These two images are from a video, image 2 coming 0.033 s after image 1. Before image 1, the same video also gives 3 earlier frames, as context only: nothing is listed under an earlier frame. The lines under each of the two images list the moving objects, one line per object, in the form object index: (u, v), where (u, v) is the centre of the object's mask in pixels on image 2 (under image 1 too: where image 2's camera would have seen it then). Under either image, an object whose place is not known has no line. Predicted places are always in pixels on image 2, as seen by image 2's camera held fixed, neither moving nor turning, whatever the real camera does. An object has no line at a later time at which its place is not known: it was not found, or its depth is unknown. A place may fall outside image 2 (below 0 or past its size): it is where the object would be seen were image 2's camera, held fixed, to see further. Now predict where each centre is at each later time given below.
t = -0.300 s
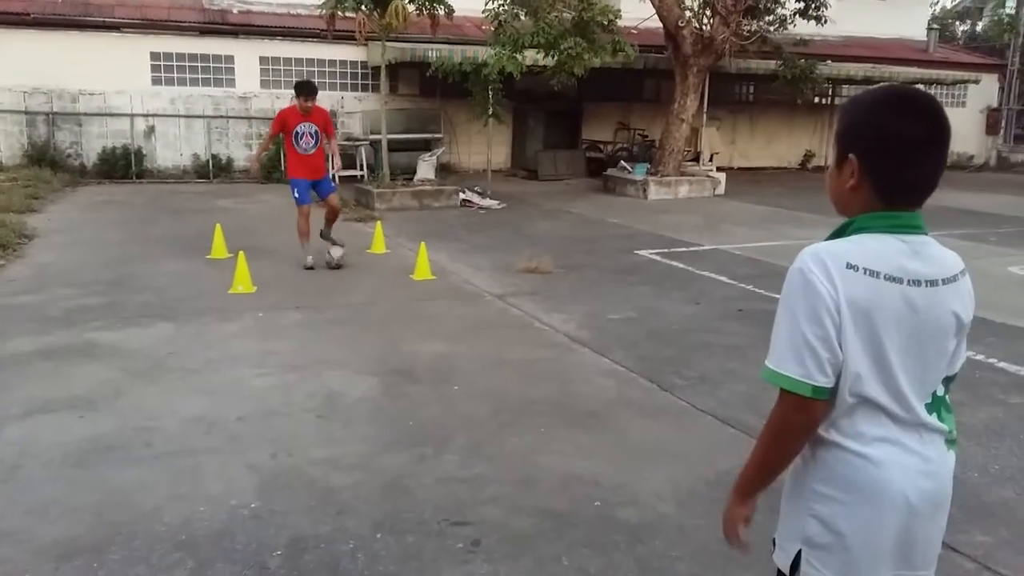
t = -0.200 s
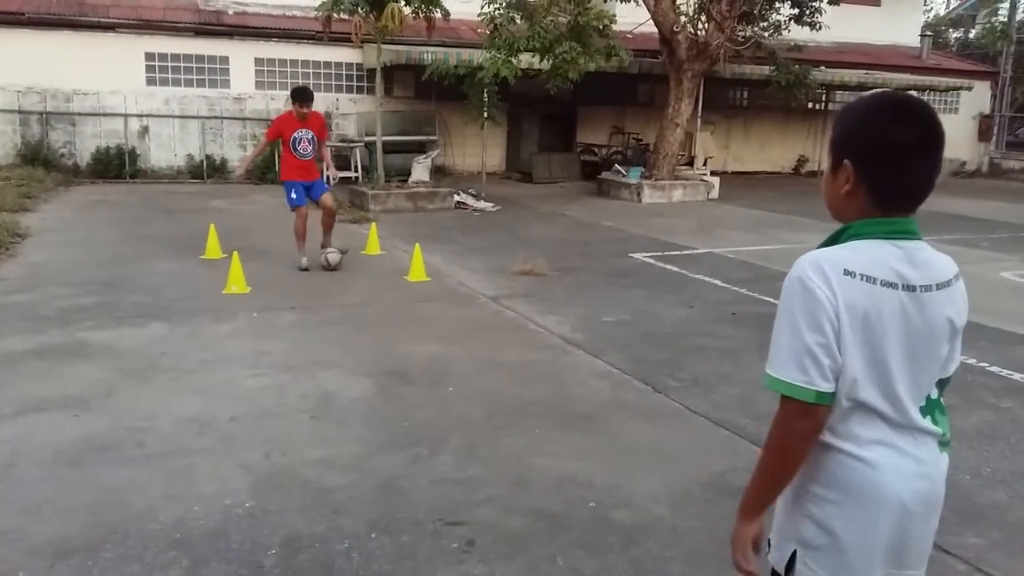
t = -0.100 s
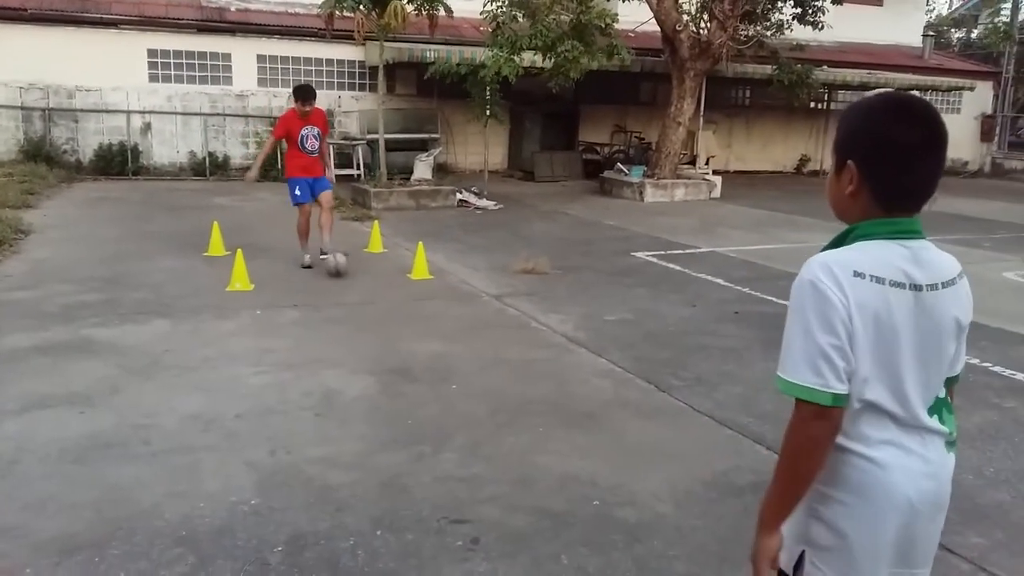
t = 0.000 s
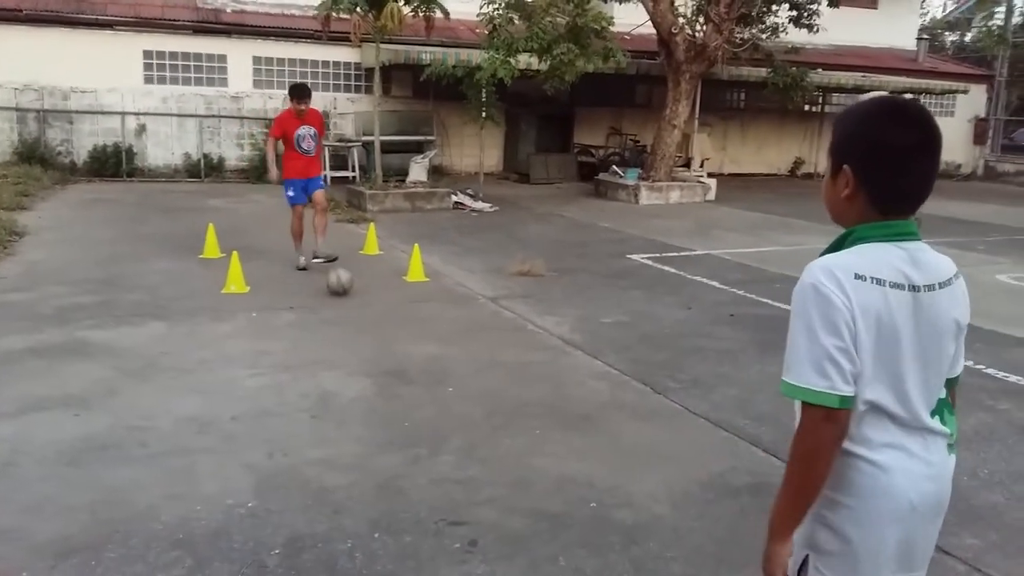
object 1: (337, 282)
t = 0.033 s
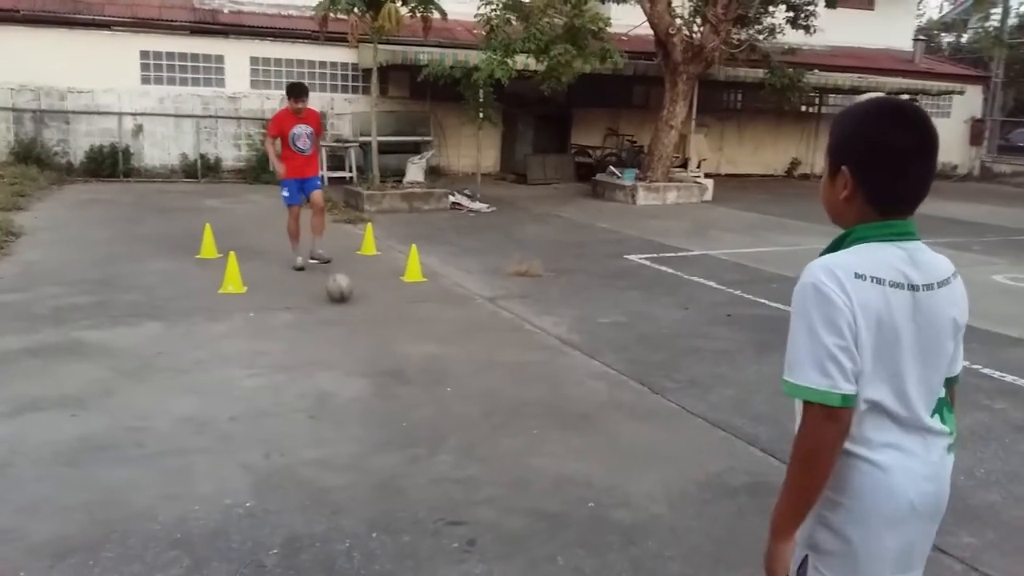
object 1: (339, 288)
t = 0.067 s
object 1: (341, 293)
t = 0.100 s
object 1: (344, 298)
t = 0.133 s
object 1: (347, 304)
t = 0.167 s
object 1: (349, 308)
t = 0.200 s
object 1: (353, 313)
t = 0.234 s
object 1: (356, 320)
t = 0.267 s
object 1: (359, 327)
